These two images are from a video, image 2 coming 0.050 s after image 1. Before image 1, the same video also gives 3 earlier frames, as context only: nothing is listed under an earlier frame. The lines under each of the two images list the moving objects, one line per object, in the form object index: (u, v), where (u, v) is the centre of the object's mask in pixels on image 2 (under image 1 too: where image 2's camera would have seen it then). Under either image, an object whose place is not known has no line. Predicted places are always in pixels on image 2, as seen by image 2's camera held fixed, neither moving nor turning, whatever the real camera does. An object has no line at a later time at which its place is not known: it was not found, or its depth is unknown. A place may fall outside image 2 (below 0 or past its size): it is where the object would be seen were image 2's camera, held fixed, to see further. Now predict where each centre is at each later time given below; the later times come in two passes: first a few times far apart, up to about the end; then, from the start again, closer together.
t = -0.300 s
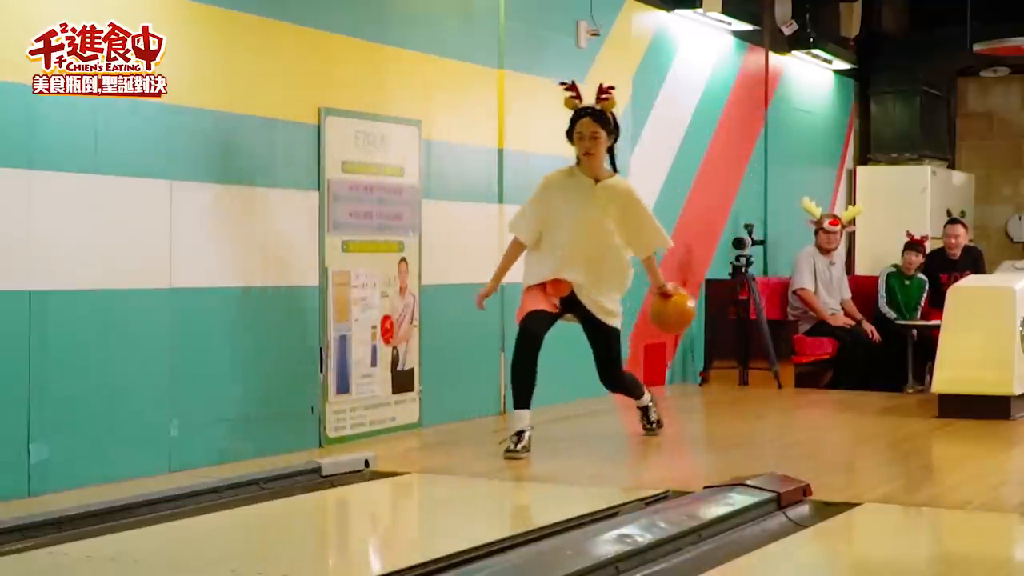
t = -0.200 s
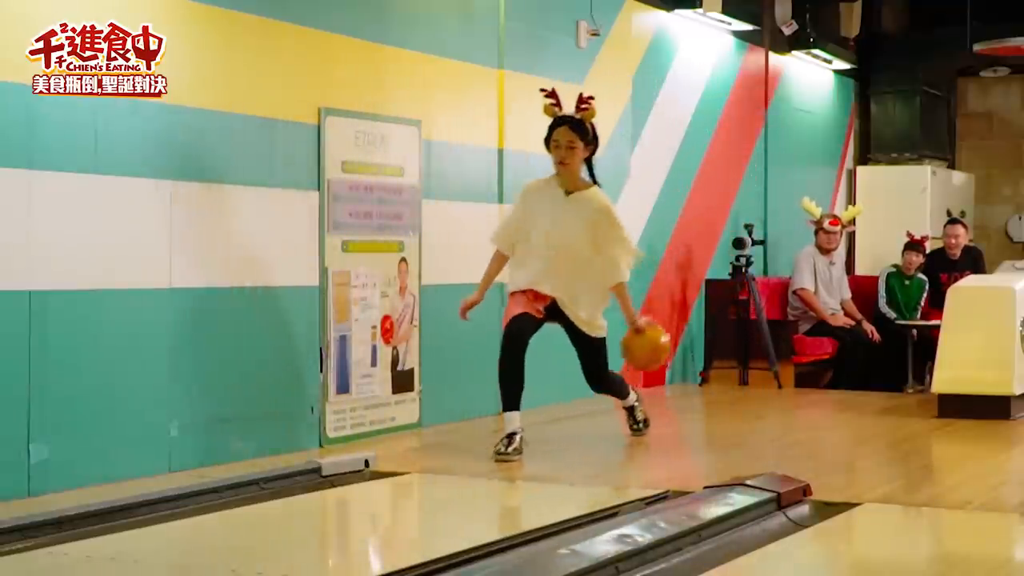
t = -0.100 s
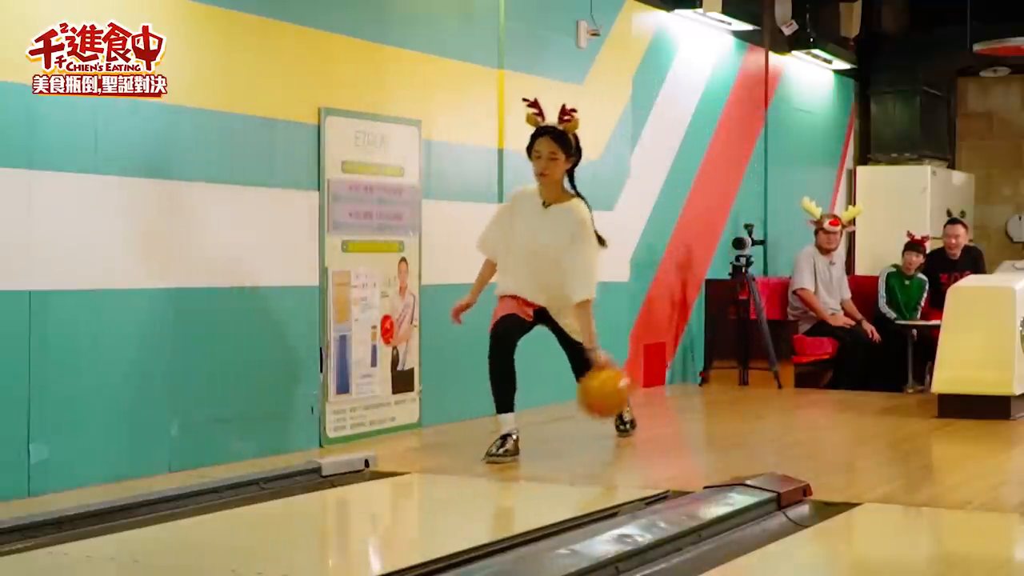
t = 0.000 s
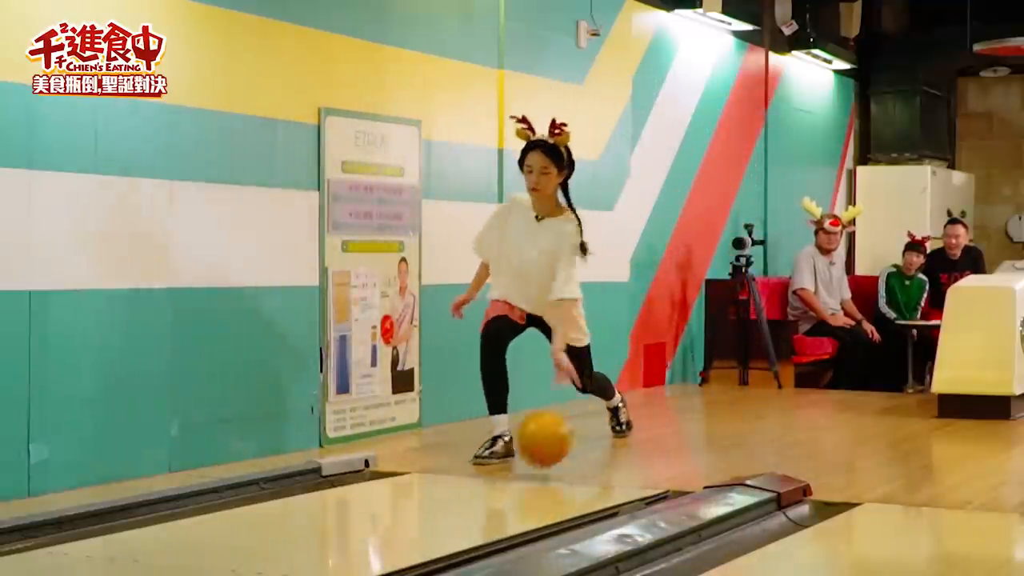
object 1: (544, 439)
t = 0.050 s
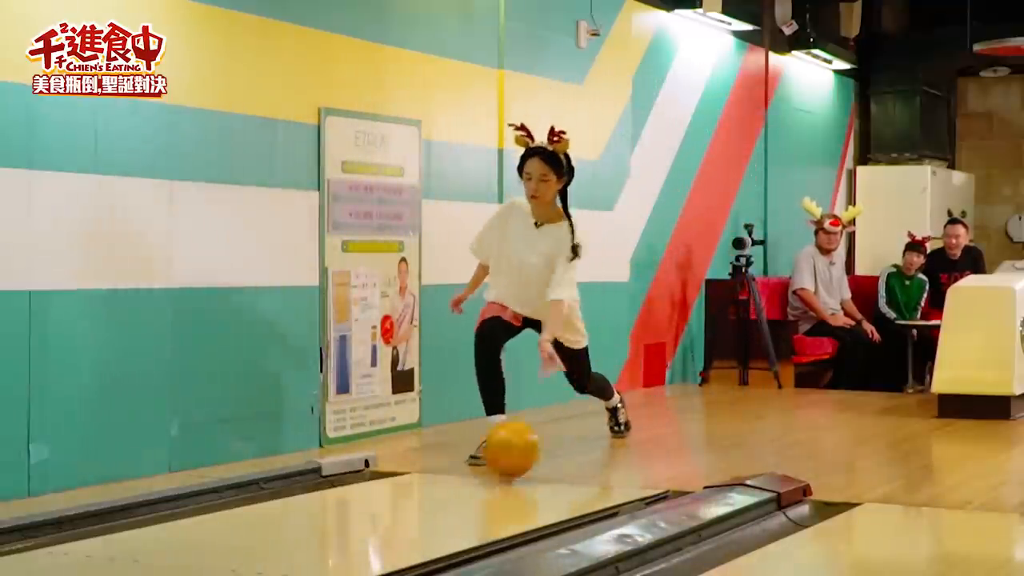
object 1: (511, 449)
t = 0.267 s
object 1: (334, 488)
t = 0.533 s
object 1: (24, 545)
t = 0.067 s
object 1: (499, 449)
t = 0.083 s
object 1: (488, 451)
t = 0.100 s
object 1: (475, 452)
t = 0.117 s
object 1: (464, 455)
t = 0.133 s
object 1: (451, 459)
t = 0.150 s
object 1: (437, 463)
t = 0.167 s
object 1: (426, 469)
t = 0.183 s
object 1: (409, 472)
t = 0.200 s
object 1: (396, 475)
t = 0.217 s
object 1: (381, 480)
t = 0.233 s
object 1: (365, 482)
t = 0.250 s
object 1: (349, 485)
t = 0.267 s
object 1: (334, 488)
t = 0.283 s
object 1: (318, 492)
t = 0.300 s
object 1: (302, 495)
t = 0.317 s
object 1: (284, 498)
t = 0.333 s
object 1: (267, 502)
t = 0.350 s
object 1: (249, 507)
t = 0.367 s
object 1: (230, 510)
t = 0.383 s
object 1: (210, 514)
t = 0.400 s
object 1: (191, 518)
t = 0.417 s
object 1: (170, 522)
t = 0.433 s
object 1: (147, 526)
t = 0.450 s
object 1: (126, 532)
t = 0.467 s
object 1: (103, 535)
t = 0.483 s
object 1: (79, 538)
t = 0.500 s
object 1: (55, 541)
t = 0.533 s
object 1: (24, 545)
